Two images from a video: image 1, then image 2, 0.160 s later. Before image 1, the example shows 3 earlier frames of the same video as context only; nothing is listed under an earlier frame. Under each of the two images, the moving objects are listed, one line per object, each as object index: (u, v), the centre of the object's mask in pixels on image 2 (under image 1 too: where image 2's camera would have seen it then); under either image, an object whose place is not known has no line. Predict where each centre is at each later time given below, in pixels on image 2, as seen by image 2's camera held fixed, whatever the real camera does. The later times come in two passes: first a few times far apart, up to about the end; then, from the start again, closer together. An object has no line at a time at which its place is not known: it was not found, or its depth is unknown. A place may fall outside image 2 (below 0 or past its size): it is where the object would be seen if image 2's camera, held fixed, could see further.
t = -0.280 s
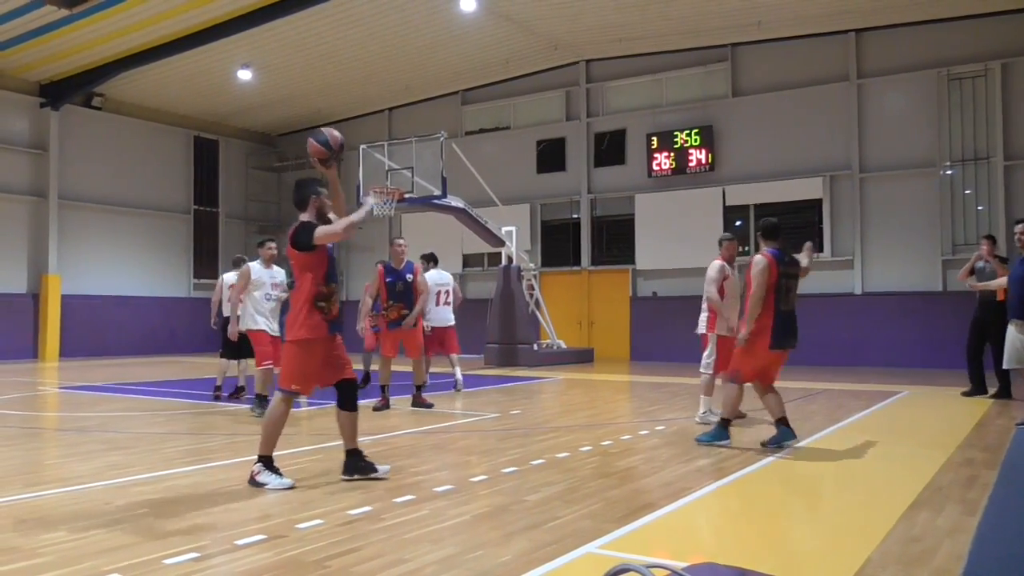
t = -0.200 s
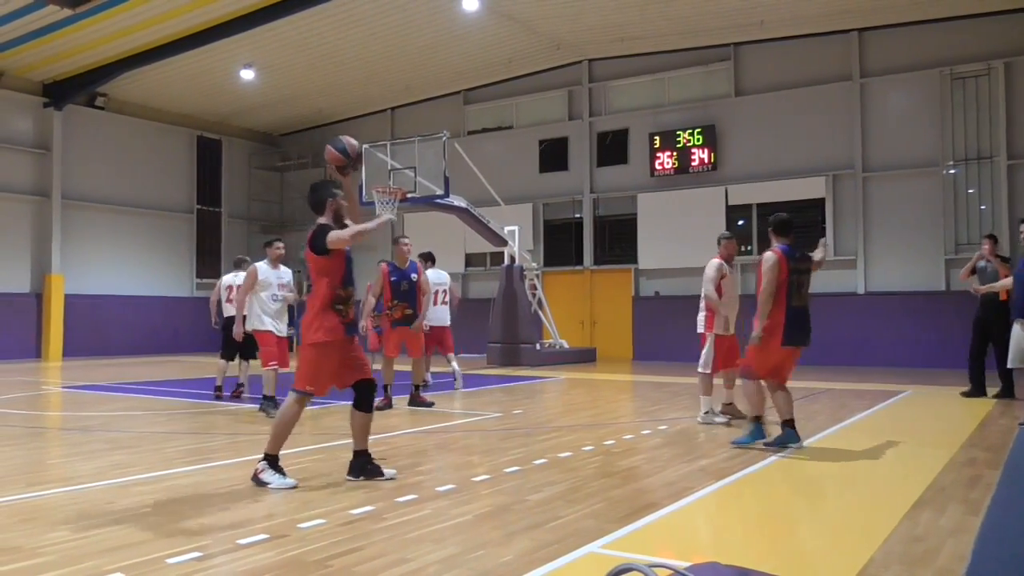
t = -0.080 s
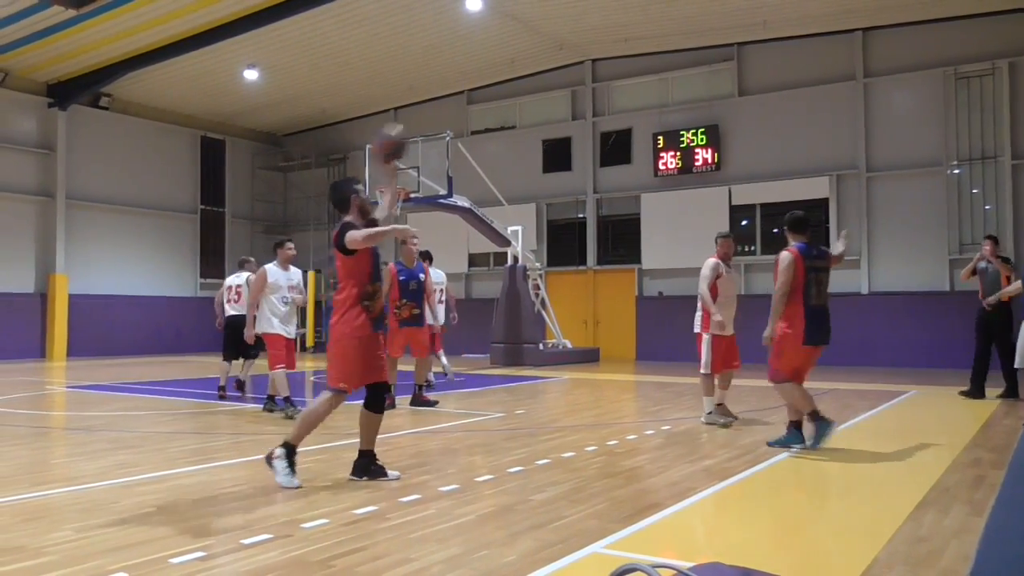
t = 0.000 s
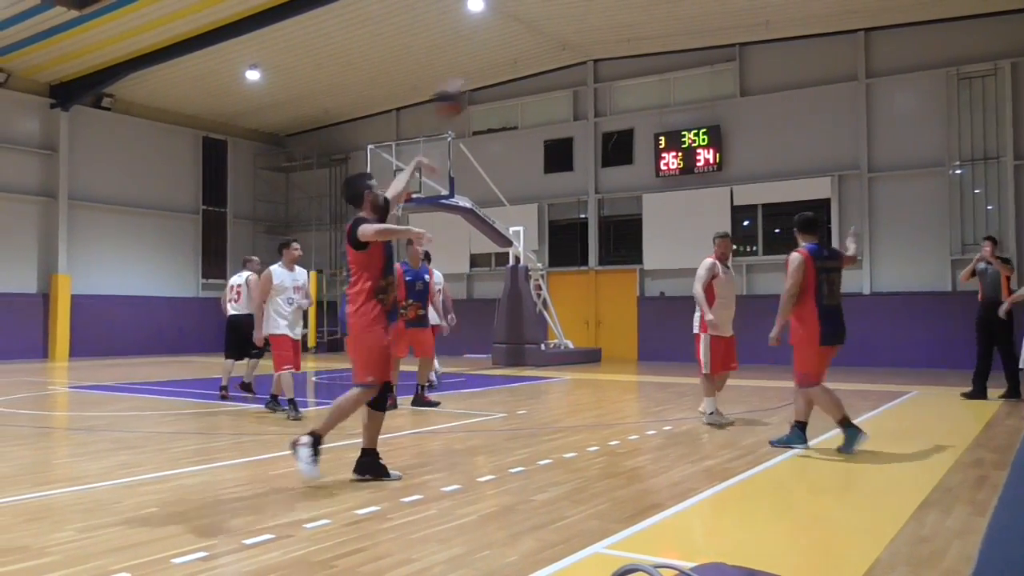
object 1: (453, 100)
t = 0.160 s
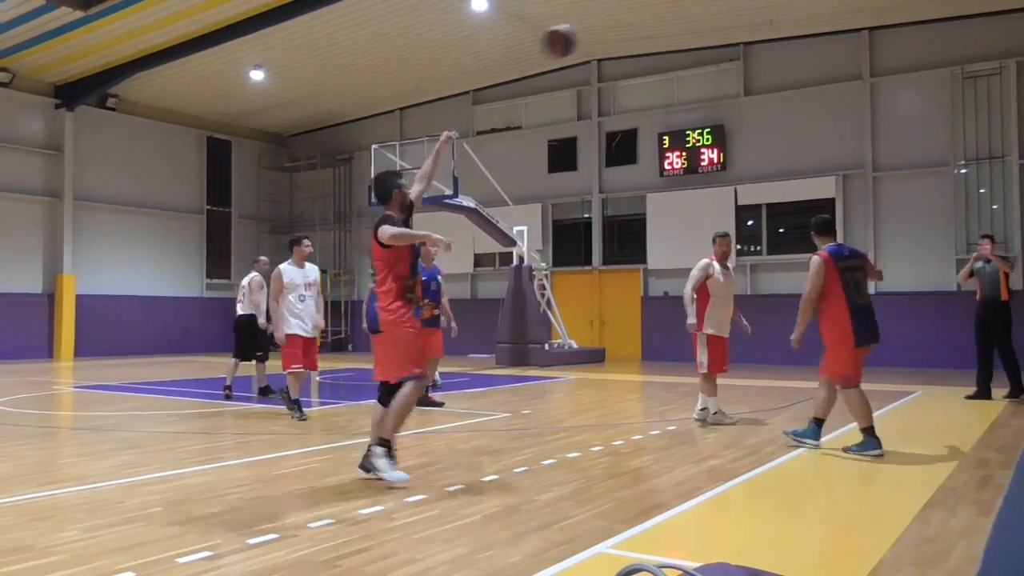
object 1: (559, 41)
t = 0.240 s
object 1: (605, 28)
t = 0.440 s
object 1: (702, 30)
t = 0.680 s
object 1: (796, 86)
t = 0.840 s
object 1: (850, 147)
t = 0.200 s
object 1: (582, 33)
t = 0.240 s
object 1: (605, 28)
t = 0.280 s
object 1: (626, 24)
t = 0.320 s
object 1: (647, 23)
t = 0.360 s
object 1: (666, 24)
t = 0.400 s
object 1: (684, 26)
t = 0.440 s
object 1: (702, 30)
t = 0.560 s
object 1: (752, 50)
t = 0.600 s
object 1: (767, 61)
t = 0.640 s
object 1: (783, 73)
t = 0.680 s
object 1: (796, 86)
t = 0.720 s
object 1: (810, 99)
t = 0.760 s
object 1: (825, 115)
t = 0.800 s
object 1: (838, 130)
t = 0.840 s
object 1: (850, 147)
